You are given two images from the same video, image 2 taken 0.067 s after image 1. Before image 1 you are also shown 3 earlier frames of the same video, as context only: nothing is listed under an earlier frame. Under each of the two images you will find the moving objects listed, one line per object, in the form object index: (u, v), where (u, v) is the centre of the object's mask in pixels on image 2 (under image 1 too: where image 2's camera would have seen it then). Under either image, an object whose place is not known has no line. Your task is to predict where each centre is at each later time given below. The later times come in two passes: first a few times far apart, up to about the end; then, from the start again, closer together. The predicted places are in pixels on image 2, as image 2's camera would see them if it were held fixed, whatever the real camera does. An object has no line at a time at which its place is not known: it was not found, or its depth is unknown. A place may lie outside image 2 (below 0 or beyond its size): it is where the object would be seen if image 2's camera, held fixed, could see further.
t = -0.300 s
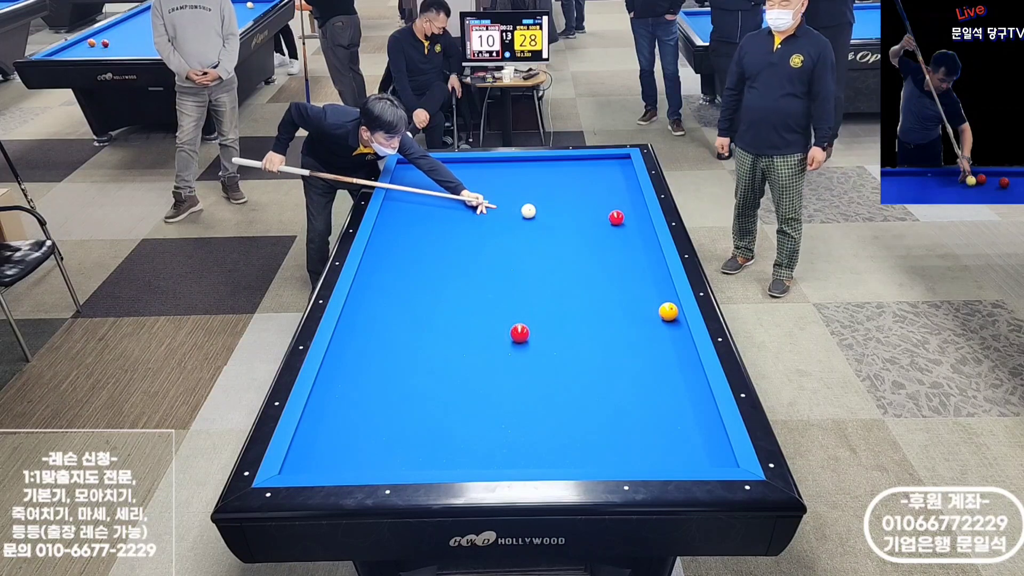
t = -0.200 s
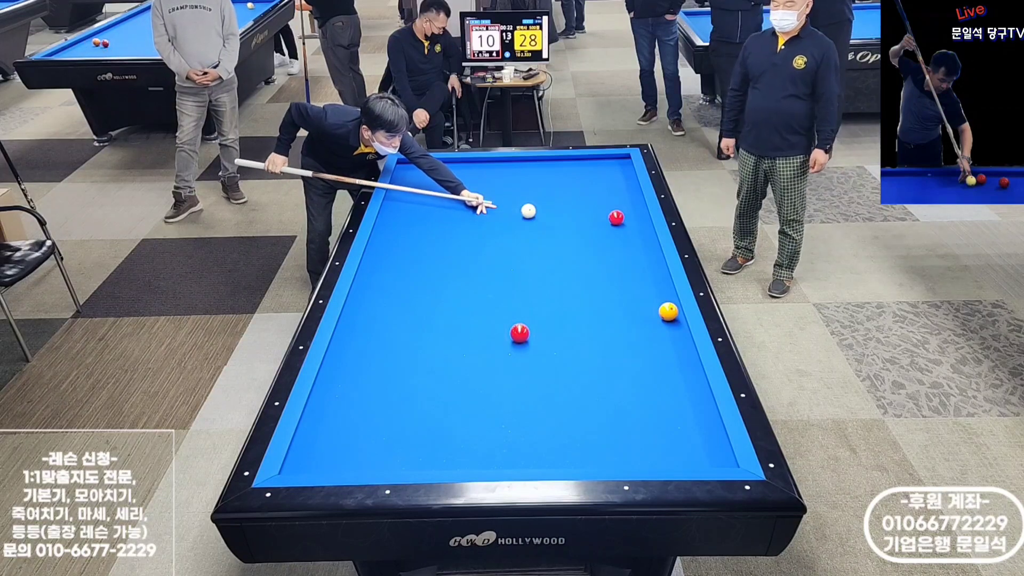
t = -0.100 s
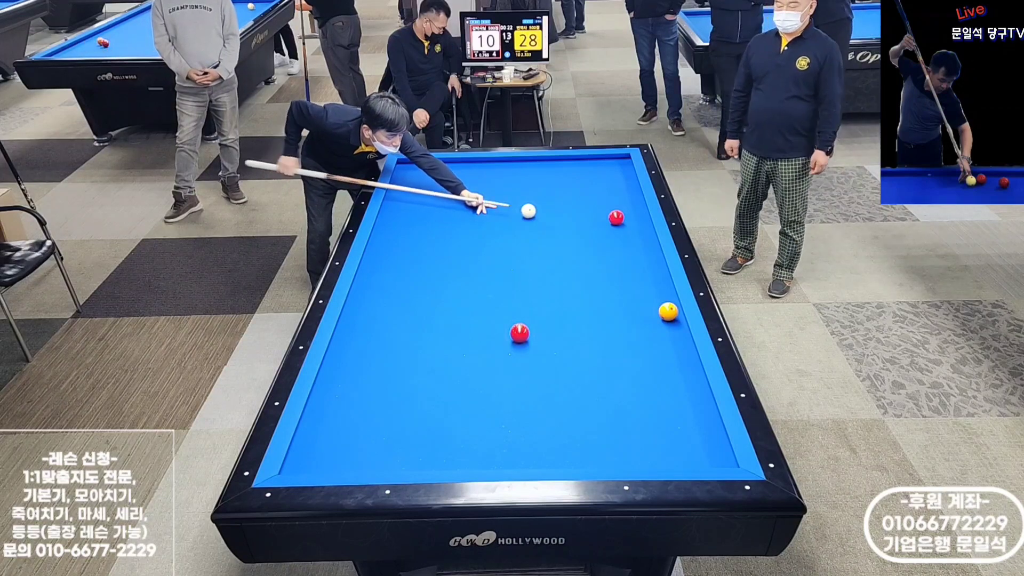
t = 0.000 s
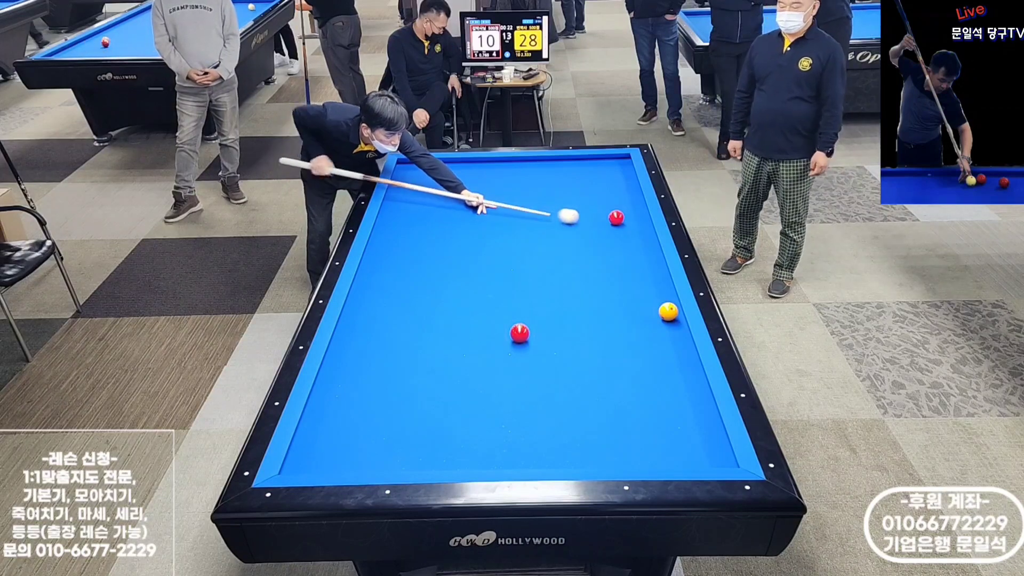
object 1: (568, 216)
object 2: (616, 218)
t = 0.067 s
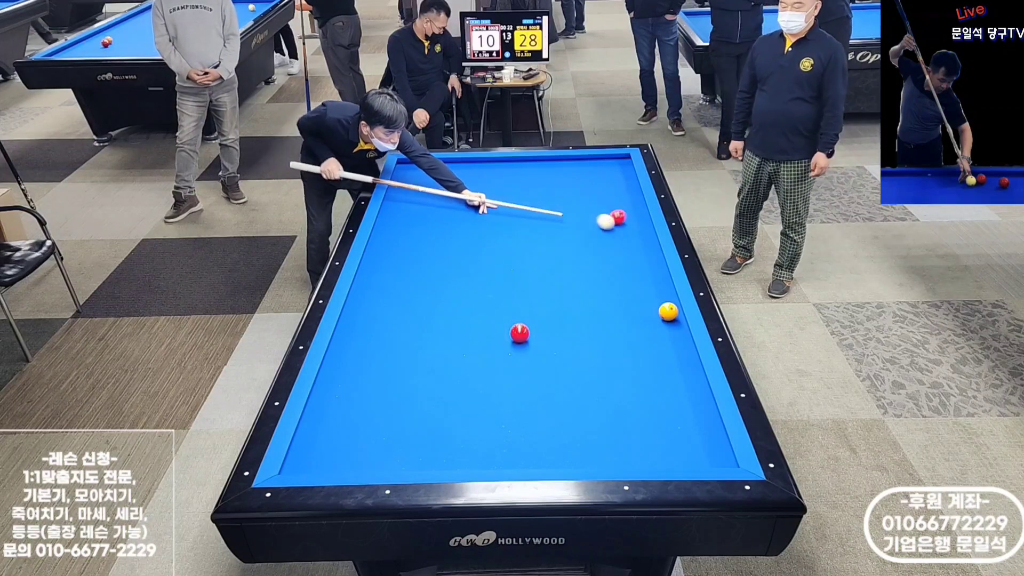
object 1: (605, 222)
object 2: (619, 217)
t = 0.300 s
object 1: (634, 258)
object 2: (613, 206)
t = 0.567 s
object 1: (589, 299)
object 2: (571, 201)
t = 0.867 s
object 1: (545, 355)
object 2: (527, 195)
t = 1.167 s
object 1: (490, 424)
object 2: (487, 188)
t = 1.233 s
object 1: (476, 442)
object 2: (478, 187)
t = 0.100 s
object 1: (615, 227)
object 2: (627, 214)
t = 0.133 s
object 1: (626, 232)
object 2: (636, 212)
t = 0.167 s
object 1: (638, 238)
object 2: (641, 210)
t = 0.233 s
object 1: (648, 248)
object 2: (626, 208)
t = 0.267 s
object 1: (641, 253)
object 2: (619, 207)
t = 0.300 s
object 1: (634, 258)
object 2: (613, 206)
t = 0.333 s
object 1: (627, 263)
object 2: (607, 206)
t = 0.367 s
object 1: (620, 267)
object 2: (601, 205)
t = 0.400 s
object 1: (614, 273)
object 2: (596, 204)
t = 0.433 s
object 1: (608, 278)
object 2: (591, 203)
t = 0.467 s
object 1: (603, 283)
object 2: (586, 203)
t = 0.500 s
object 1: (598, 288)
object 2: (581, 202)
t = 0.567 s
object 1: (589, 299)
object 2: (571, 201)
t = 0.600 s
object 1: (584, 305)
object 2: (566, 200)
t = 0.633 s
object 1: (580, 310)
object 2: (561, 199)
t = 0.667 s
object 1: (575, 316)
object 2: (556, 199)
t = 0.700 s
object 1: (570, 322)
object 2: (551, 198)
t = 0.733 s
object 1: (565, 329)
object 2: (546, 197)
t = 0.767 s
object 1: (560, 335)
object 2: (542, 196)
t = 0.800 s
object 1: (555, 341)
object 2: (537, 196)
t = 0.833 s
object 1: (550, 348)
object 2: (532, 195)
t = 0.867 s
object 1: (545, 355)
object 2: (527, 195)
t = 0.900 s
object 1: (539, 362)
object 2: (523, 194)
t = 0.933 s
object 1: (534, 369)
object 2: (518, 193)
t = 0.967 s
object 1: (528, 376)
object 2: (514, 193)
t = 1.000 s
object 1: (522, 383)
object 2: (509, 192)
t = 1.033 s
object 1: (516, 391)
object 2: (505, 191)
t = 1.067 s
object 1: (510, 399)
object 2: (500, 190)
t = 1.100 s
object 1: (503, 407)
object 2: (496, 190)
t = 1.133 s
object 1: (497, 416)
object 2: (491, 189)
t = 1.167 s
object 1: (490, 424)
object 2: (487, 188)
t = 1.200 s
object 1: (483, 433)
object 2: (482, 188)
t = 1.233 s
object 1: (476, 442)
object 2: (478, 187)
